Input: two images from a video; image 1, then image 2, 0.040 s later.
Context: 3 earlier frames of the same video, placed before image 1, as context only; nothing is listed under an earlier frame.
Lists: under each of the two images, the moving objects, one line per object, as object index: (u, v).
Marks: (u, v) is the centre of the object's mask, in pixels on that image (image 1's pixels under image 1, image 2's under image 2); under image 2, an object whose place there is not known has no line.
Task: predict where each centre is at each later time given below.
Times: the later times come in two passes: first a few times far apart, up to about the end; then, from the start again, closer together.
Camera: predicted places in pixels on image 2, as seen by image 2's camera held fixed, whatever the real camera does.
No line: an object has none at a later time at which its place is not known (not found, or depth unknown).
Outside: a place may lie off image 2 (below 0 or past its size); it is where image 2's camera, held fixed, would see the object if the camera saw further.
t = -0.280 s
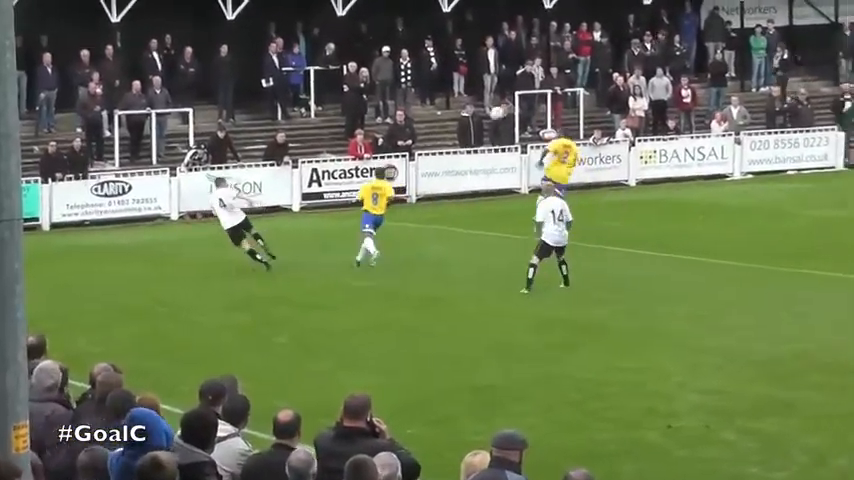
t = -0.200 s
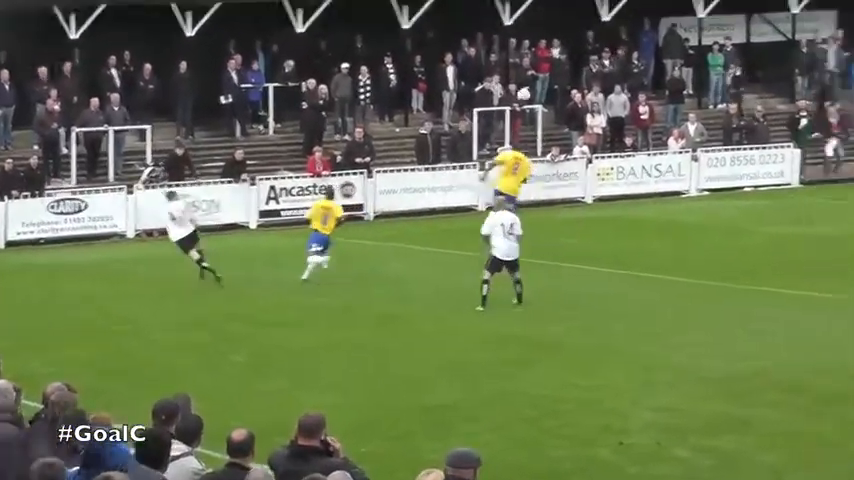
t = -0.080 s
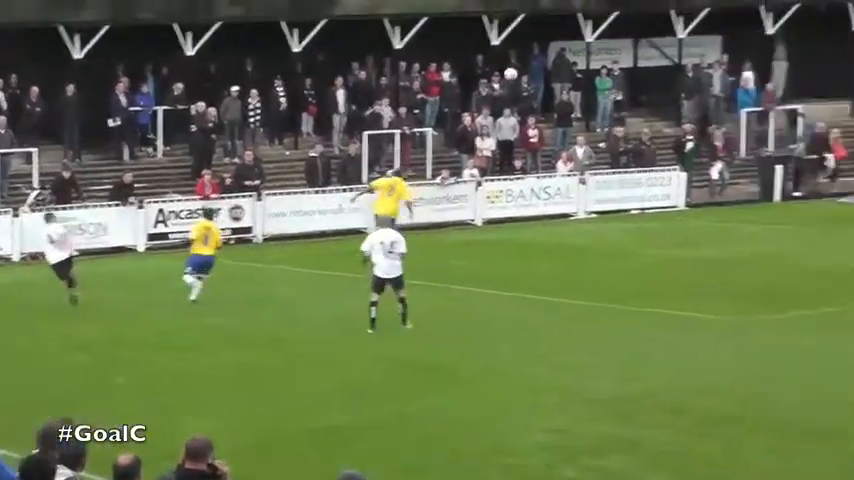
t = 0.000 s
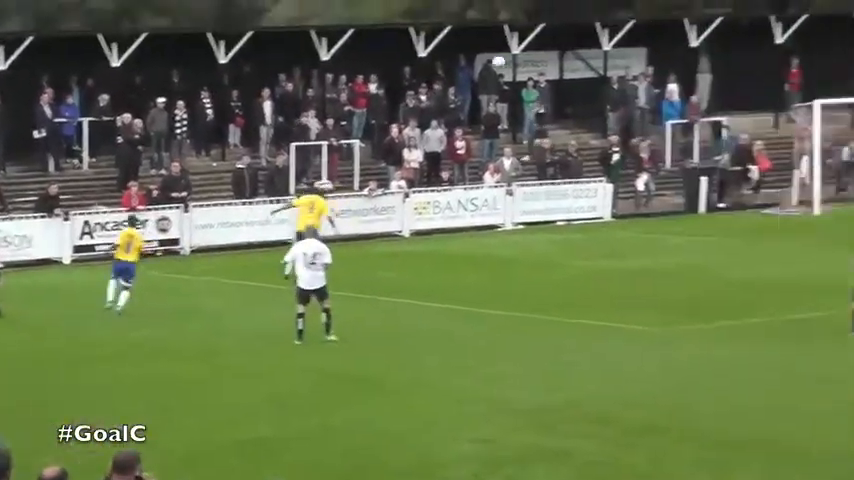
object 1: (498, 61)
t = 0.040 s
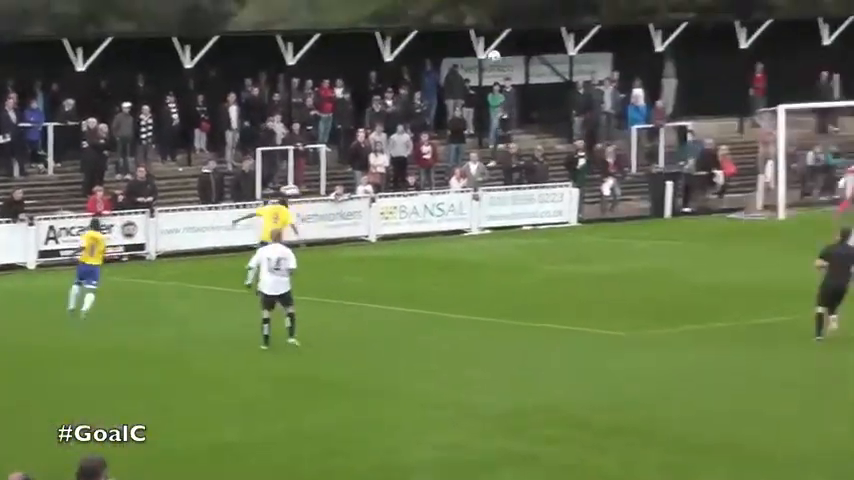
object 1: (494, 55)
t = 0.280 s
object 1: (662, 11)
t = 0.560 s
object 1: (845, -7)
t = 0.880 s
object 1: (1044, 12)
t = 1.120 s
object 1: (1192, 56)
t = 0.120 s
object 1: (552, 38)
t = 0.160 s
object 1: (580, 30)
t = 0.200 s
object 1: (608, 23)
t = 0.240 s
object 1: (635, 17)
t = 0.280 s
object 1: (662, 11)
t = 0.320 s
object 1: (689, 7)
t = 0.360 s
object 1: (715, 3)
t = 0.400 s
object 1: (741, 0)
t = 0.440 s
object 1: (767, -3)
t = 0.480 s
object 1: (793, -5)
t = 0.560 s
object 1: (845, -7)
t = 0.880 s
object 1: (1044, 12)
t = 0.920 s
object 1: (1068, 18)
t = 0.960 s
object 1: (1093, 25)
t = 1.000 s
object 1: (1117, 32)
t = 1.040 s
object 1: (1142, 39)
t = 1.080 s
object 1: (1166, 47)
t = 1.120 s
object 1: (1192, 56)
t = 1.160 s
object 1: (1217, 65)
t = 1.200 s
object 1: (1242, 74)
